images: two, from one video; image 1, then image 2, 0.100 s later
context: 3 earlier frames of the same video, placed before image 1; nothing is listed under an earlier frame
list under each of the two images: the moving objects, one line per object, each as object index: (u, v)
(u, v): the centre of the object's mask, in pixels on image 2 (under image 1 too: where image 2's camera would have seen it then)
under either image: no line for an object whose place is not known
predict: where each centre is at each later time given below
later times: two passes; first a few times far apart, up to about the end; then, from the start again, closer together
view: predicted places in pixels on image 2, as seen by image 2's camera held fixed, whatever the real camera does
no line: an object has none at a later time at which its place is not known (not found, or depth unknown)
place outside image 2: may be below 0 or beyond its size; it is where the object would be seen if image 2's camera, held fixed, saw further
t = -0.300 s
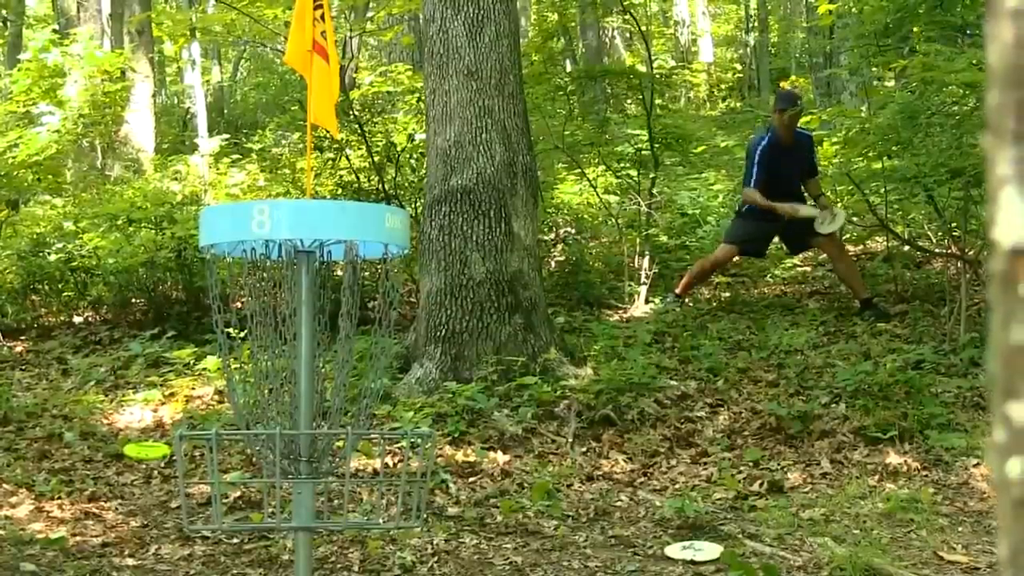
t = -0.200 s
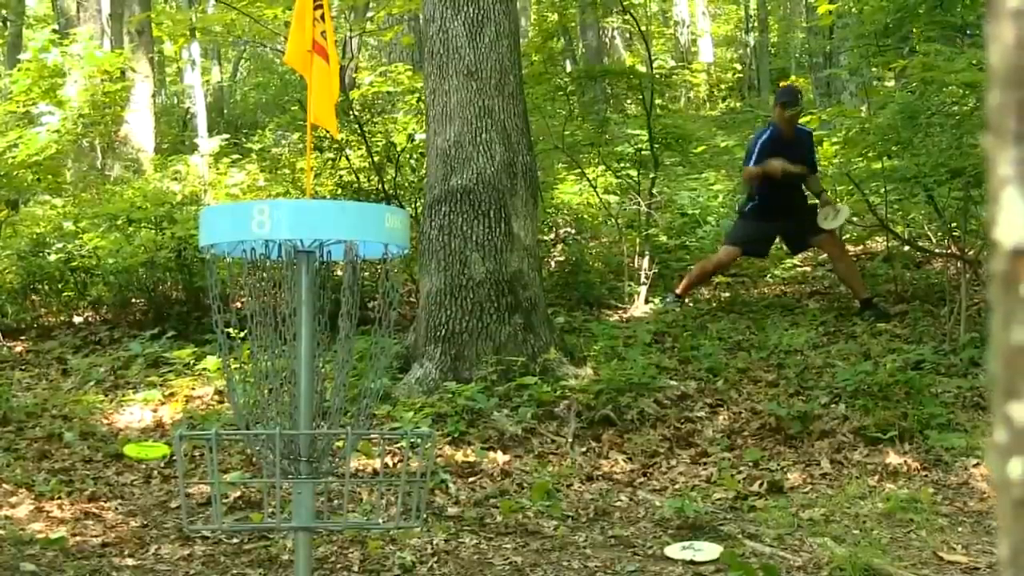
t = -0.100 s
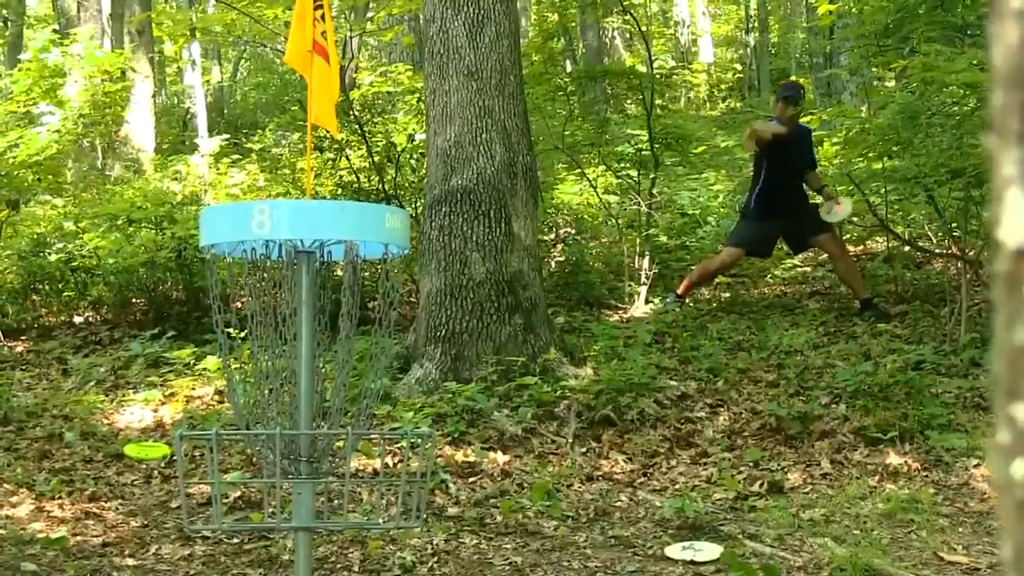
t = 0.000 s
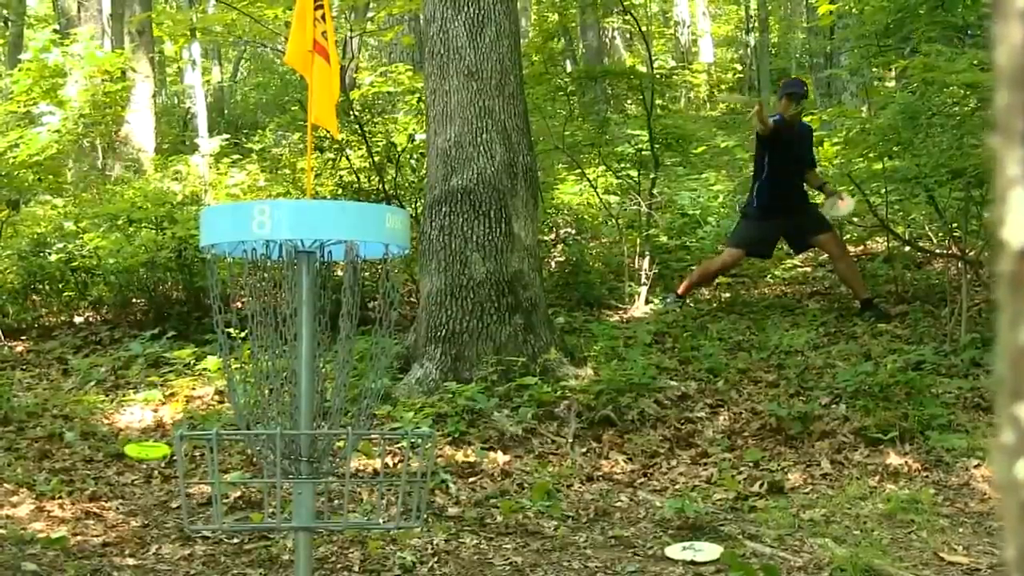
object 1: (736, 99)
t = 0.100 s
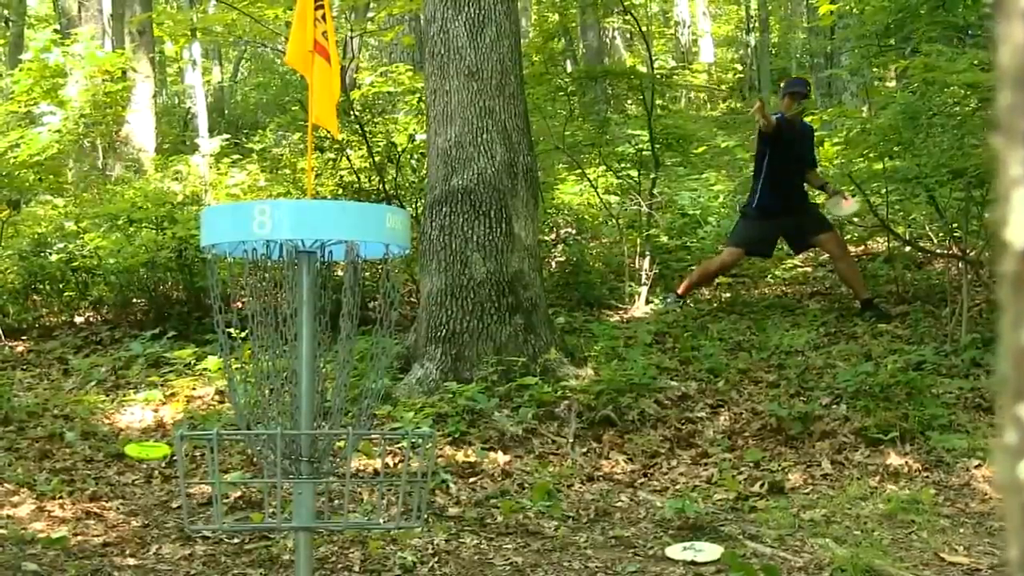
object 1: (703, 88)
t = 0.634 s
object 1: (369, 273)
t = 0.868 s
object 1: (403, 444)
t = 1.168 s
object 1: (400, 488)
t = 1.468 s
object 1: (382, 508)
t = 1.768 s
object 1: (377, 519)
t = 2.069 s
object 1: (377, 520)
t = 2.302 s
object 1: (377, 520)
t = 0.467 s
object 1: (508, 164)
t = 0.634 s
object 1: (369, 273)
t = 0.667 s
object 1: (381, 303)
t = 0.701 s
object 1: (385, 329)
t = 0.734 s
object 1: (385, 349)
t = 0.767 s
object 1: (389, 367)
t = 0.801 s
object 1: (397, 391)
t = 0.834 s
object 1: (401, 416)
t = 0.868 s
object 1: (403, 444)
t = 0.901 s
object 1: (397, 477)
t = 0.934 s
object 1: (398, 489)
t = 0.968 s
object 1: (404, 488)
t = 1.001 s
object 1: (404, 487)
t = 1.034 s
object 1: (403, 487)
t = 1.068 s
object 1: (403, 487)
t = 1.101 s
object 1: (402, 487)
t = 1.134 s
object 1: (402, 487)
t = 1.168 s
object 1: (400, 488)
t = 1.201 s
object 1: (398, 489)
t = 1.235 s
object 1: (396, 492)
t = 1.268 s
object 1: (394, 493)
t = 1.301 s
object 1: (392, 493)
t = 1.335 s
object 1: (391, 495)
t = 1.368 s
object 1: (390, 497)
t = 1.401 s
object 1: (387, 497)
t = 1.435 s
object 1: (385, 502)
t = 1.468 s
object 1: (382, 508)
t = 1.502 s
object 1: (378, 511)
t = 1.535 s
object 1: (379, 520)
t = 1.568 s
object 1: (376, 515)
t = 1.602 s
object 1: (374, 514)
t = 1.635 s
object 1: (374, 515)
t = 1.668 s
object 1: (375, 517)
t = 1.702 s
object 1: (376, 518)
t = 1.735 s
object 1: (376, 518)
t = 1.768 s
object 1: (377, 519)
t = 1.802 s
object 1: (376, 519)
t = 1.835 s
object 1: (377, 519)
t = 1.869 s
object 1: (377, 520)
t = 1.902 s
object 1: (376, 520)
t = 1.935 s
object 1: (376, 520)
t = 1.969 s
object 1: (377, 520)
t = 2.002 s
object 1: (377, 520)
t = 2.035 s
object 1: (377, 520)
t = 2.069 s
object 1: (377, 520)
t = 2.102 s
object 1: (377, 520)
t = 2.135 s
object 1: (377, 520)
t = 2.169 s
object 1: (377, 520)
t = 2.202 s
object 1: (377, 520)
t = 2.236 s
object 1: (377, 520)
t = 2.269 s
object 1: (377, 520)
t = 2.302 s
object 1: (377, 520)
